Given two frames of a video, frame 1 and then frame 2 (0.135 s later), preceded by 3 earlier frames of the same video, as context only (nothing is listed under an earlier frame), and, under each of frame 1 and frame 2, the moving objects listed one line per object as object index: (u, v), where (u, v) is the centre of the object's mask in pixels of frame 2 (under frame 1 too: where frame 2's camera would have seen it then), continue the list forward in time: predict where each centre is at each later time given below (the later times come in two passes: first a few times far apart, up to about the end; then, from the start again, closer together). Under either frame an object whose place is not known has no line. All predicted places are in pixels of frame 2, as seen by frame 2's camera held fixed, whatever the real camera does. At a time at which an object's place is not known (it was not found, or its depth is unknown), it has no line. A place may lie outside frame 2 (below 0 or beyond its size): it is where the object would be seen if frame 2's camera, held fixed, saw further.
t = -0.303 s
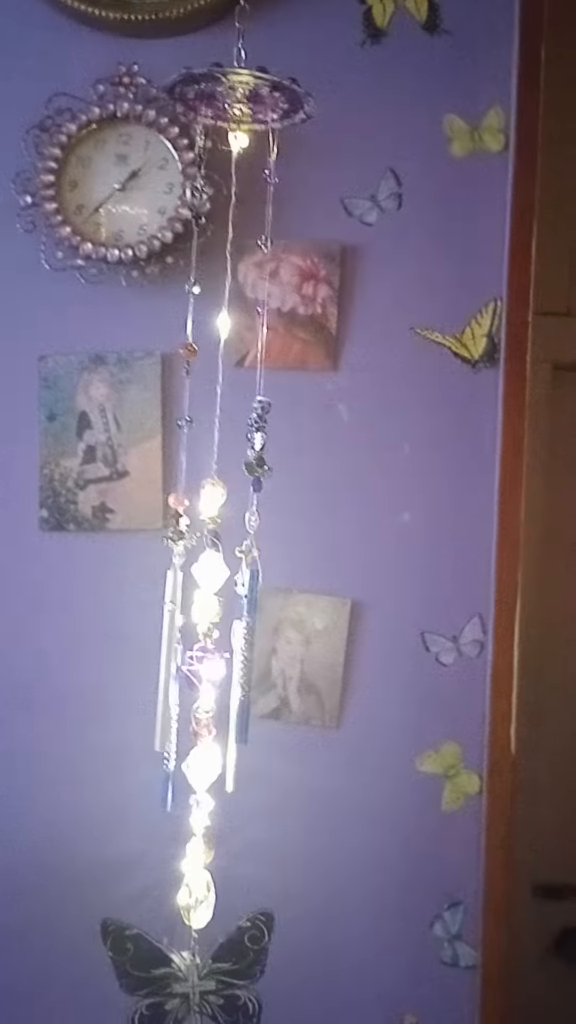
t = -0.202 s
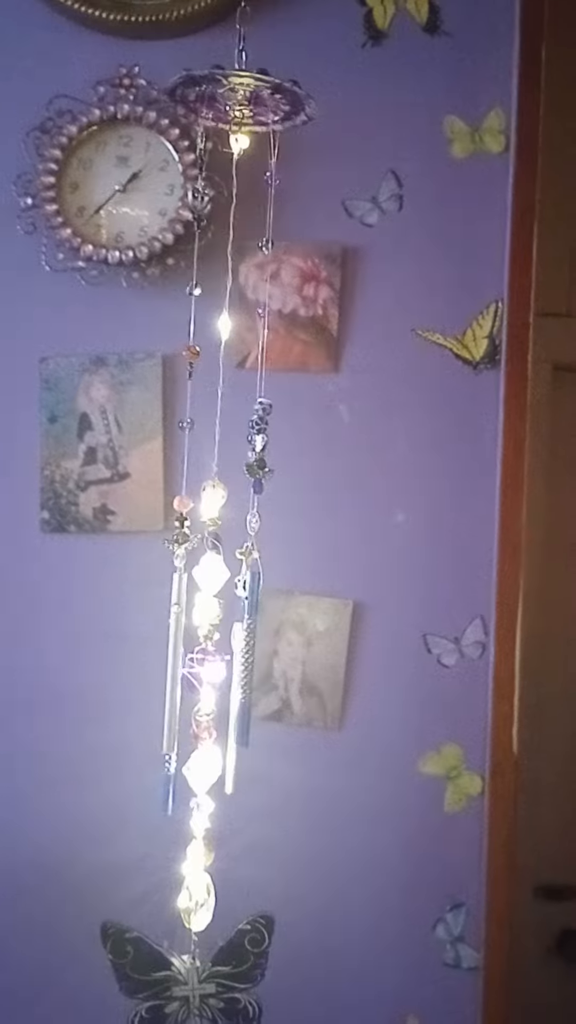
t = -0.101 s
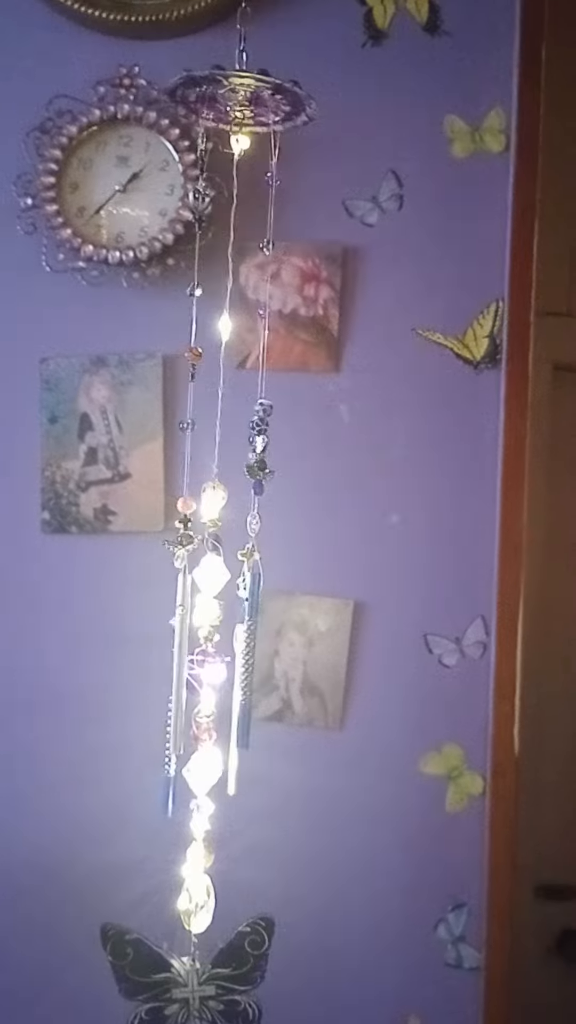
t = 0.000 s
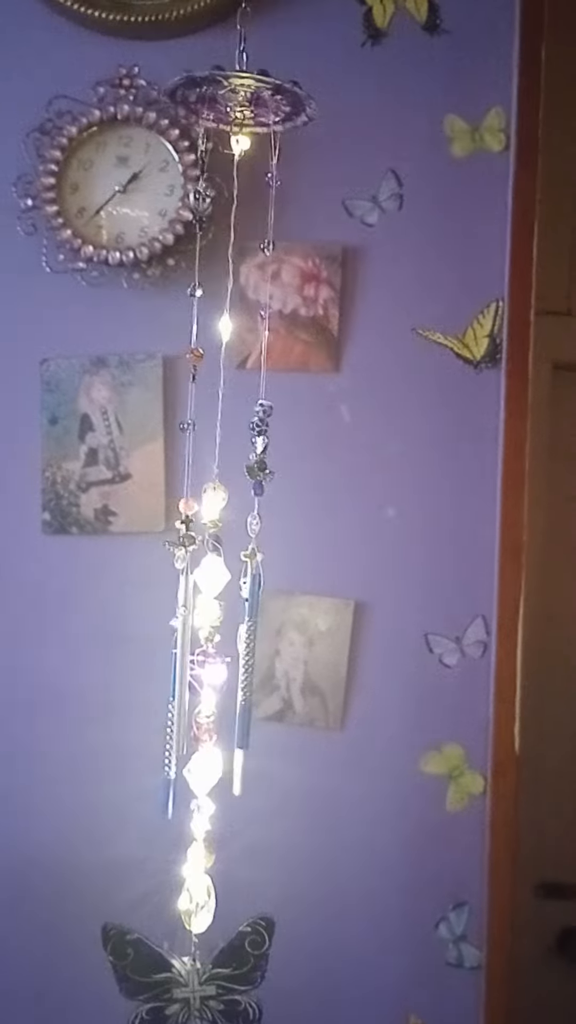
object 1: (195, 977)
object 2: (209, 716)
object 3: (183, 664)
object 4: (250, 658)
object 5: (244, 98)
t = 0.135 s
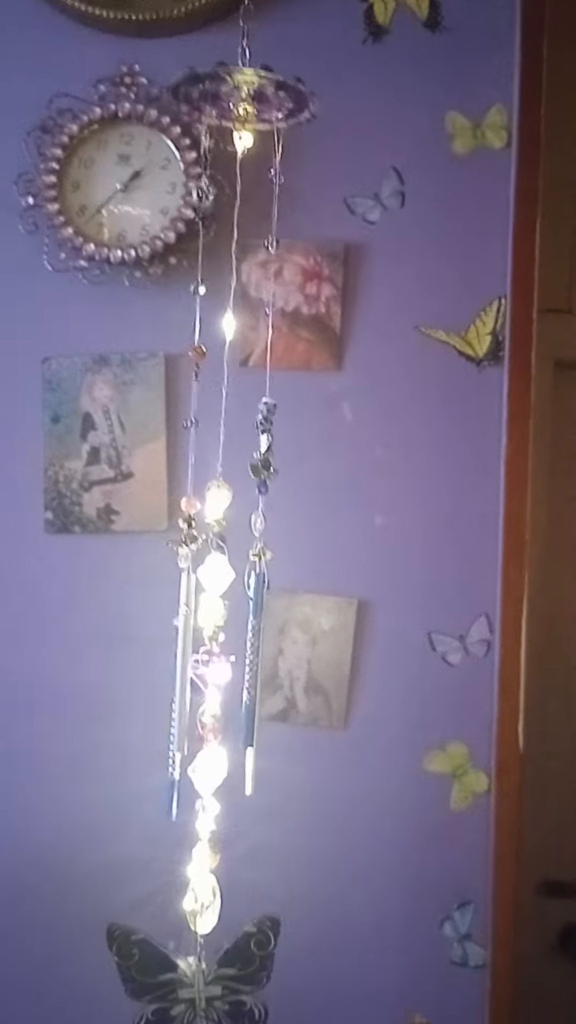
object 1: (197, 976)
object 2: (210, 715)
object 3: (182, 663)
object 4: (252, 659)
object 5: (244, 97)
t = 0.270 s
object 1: (195, 978)
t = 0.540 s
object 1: (205, 980)
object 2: (216, 710)
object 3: (181, 660)
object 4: (255, 656)
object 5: (245, 91)
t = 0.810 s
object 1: (210, 982)
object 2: (219, 709)
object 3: (189, 652)
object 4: (255, 654)
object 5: (247, 89)
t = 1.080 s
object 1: (202, 984)
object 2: (214, 710)
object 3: (183, 655)
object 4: (256, 652)
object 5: (245, 88)
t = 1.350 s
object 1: (197, 984)
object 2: (211, 710)
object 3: (179, 660)
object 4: (255, 654)
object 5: (245, 88)
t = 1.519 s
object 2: (210, 709)
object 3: (180, 656)
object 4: (250, 655)
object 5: (245, 89)
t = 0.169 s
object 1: (197, 976)
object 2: (210, 713)
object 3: (181, 660)
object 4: (253, 657)
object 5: (244, 97)
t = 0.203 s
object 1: (196, 977)
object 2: (209, 713)
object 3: (180, 656)
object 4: (253, 656)
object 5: (244, 96)
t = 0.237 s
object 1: (195, 977)
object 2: (209, 711)
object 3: (178, 658)
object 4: (253, 656)
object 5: (244, 95)
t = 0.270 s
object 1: (195, 978)
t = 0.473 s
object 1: (202, 980)
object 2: (213, 710)
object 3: (179, 660)
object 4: (254, 655)
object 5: (243, 92)
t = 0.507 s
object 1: (203, 980)
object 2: (214, 710)
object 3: (180, 662)
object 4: (255, 655)
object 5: (244, 92)
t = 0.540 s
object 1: (205, 980)
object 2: (216, 710)
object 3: (181, 660)
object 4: (255, 656)
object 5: (245, 91)
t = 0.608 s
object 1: (208, 980)
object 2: (218, 708)
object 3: (185, 657)
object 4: (255, 654)
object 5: (247, 91)
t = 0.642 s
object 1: (209, 980)
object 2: (219, 709)
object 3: (186, 657)
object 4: (255, 656)
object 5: (248, 91)
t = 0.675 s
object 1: (210, 980)
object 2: (219, 709)
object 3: (187, 653)
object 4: (255, 655)
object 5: (247, 91)
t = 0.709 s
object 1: (211, 981)
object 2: (220, 709)
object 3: (189, 651)
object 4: (255, 655)
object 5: (247, 90)
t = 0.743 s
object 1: (211, 980)
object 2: (220, 708)
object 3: (189, 652)
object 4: (255, 654)
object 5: (247, 90)
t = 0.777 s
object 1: (210, 981)
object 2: (220, 708)
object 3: (190, 654)
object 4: (255, 655)
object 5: (247, 89)
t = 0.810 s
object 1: (210, 982)
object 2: (219, 709)
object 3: (189, 652)
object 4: (255, 654)
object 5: (247, 89)
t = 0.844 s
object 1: (209, 982)
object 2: (219, 709)
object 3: (189, 655)
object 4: (255, 655)
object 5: (246, 89)
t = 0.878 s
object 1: (208, 982)
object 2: (219, 709)
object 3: (189, 655)
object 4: (255, 655)
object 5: (246, 89)
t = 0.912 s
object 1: (208, 983)
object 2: (218, 710)
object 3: (188, 654)
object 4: (256, 653)
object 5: (247, 89)
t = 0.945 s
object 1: (207, 984)
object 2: (218, 709)
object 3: (187, 656)
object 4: (256, 653)
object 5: (246, 89)
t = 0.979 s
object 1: (206, 984)
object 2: (217, 710)
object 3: (187, 655)
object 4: (256, 652)
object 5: (246, 89)
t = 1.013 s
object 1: (205, 983)
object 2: (216, 709)
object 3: (186, 656)
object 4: (256, 651)
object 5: (246, 89)
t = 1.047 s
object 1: (203, 983)
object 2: (215, 709)
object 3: (185, 654)
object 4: (256, 652)
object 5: (245, 89)
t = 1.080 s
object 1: (202, 984)
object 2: (214, 710)
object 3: (183, 655)
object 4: (256, 652)
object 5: (245, 88)
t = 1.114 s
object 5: (245, 88)
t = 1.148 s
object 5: (245, 88)
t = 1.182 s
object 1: (200, 984)
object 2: (213, 710)
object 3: (180, 657)
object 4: (256, 655)
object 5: (245, 88)
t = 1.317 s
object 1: (198, 984)
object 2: (211, 710)
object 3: (179, 659)
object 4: (255, 655)
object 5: (245, 89)
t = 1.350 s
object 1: (197, 984)
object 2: (211, 710)
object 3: (179, 660)
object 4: (255, 654)
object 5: (245, 88)
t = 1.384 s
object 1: (197, 983)
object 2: (210, 710)
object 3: (178, 660)
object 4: (254, 653)
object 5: (245, 89)
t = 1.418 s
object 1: (196, 983)
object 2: (210, 709)
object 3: (179, 659)
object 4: (253, 654)
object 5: (245, 89)
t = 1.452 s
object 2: (210, 709)
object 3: (179, 658)
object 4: (253, 654)
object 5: (245, 89)
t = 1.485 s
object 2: (210, 708)
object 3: (179, 659)
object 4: (251, 656)
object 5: (245, 89)
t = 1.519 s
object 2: (210, 709)
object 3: (180, 656)
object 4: (250, 655)
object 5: (245, 89)
